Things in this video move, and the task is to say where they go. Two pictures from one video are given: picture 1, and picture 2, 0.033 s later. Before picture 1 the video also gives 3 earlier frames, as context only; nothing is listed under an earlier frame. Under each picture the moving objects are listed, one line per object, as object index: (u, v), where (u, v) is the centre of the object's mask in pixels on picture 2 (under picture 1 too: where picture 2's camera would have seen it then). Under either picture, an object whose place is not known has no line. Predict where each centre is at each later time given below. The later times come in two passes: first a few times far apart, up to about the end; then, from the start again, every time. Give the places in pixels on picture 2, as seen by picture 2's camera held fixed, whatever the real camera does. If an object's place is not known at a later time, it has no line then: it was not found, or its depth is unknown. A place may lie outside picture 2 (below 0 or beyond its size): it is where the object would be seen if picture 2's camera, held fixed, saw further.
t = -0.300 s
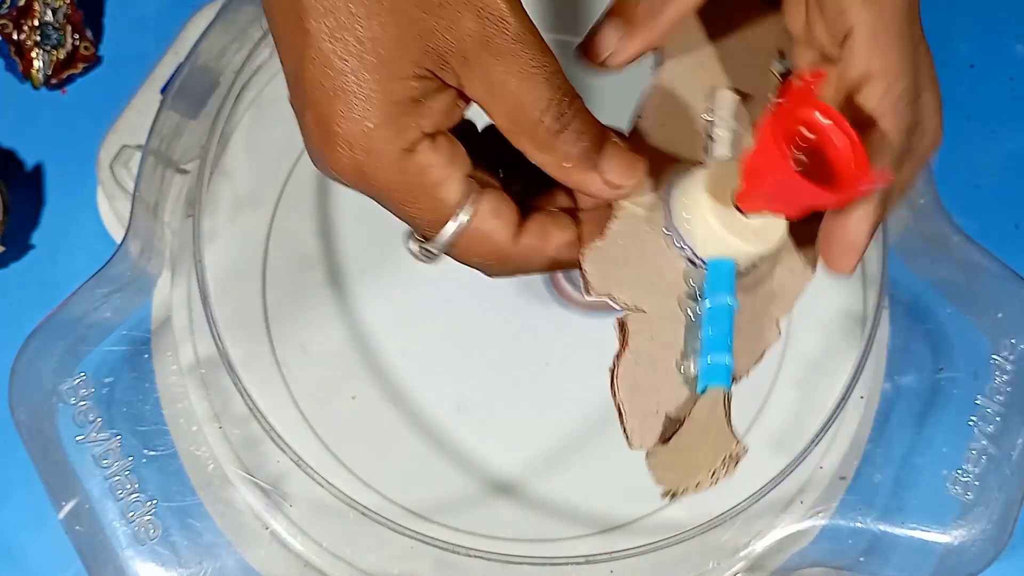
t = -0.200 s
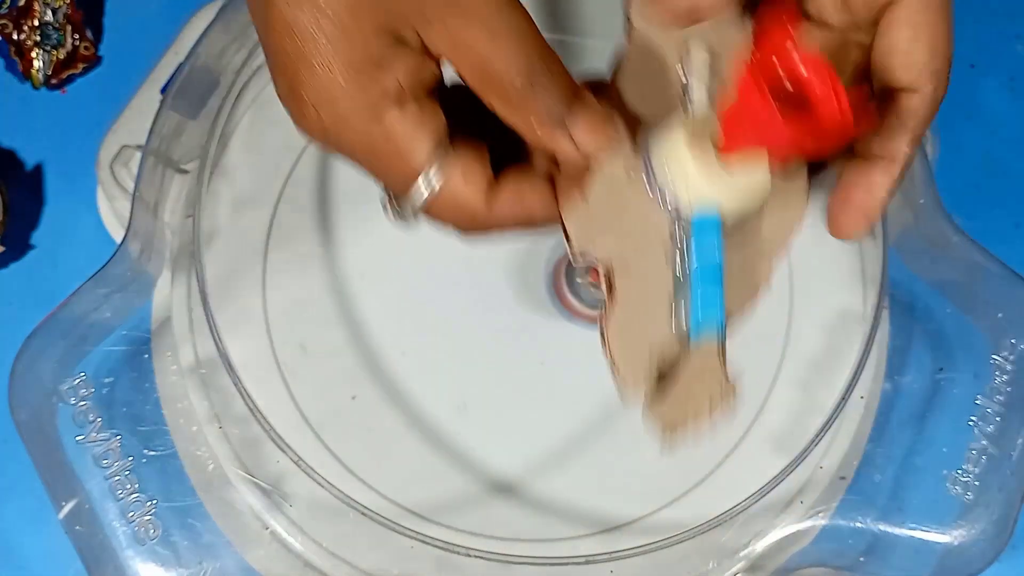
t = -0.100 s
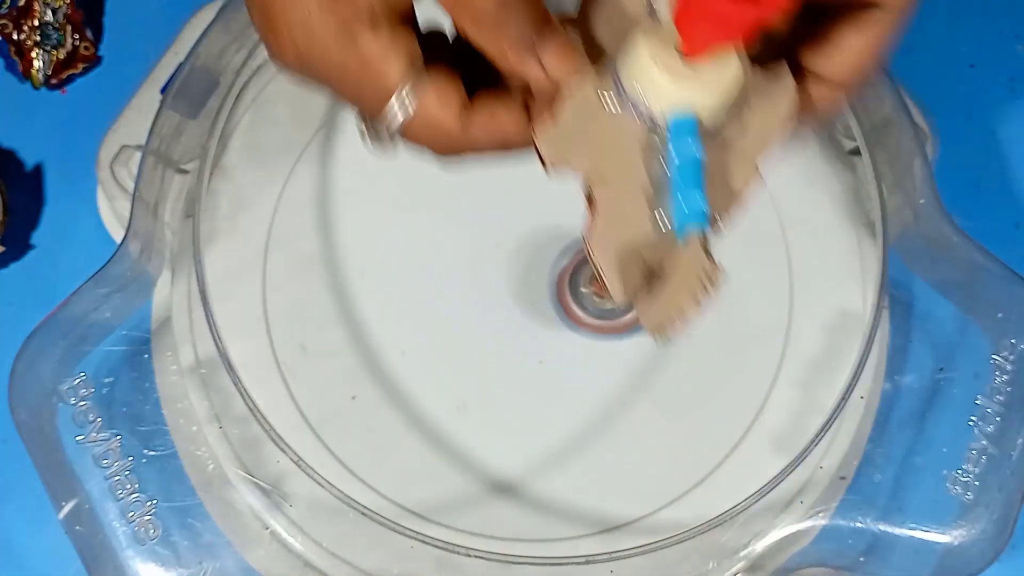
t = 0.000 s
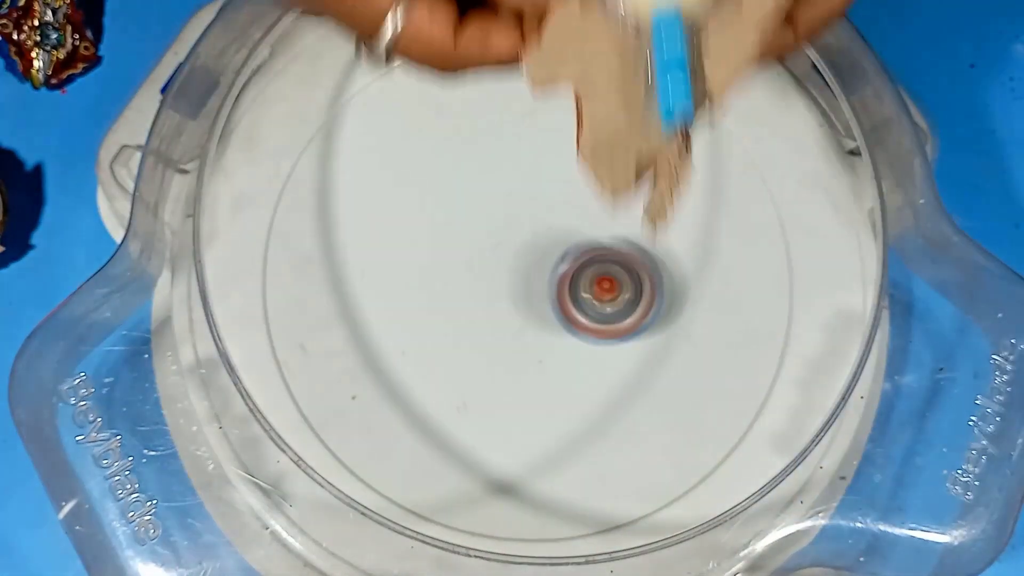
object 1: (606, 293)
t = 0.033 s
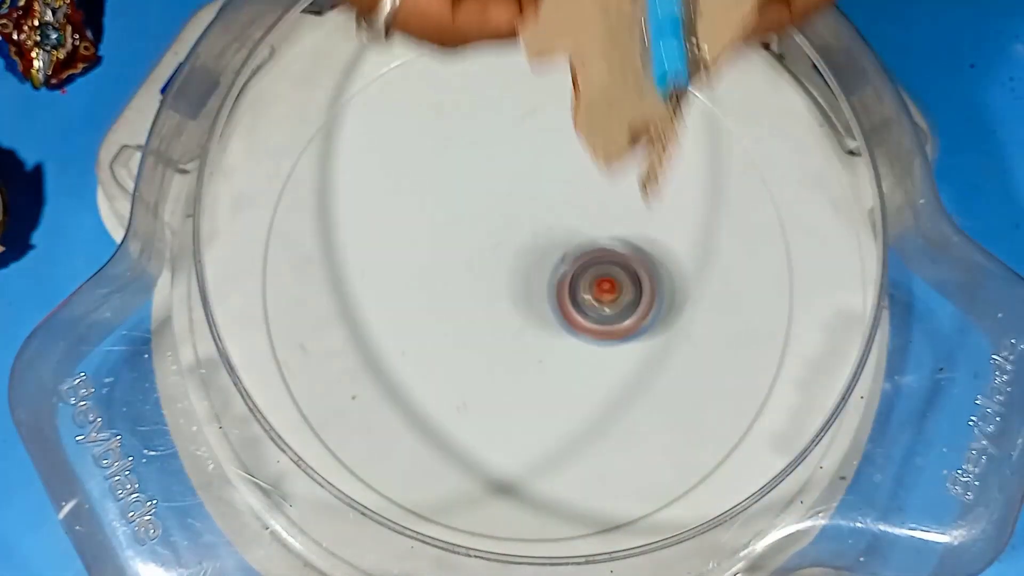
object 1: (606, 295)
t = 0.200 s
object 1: (589, 298)
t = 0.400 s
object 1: (558, 304)
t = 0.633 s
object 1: (532, 306)
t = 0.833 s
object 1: (524, 297)
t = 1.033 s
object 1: (524, 277)
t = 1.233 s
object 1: (523, 256)
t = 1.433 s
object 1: (526, 242)
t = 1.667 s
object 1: (540, 241)
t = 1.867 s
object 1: (562, 247)
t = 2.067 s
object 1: (582, 250)
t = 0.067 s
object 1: (604, 295)
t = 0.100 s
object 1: (602, 296)
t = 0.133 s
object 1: (599, 296)
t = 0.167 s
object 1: (595, 296)
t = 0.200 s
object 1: (589, 298)
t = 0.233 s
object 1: (585, 299)
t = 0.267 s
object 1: (579, 299)
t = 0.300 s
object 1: (574, 300)
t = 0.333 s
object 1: (568, 302)
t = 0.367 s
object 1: (563, 302)
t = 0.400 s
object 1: (558, 304)
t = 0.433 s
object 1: (553, 304)
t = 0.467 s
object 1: (548, 305)
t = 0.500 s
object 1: (544, 305)
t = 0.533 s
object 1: (540, 306)
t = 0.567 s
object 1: (537, 306)
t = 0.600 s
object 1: (534, 307)
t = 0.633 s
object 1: (532, 306)
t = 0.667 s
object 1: (530, 306)
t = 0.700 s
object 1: (528, 305)
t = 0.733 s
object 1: (527, 304)
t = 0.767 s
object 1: (525, 301)
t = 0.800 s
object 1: (524, 300)
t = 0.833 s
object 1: (524, 297)
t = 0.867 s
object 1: (524, 294)
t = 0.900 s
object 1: (524, 291)
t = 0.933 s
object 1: (524, 288)
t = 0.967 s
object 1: (523, 286)
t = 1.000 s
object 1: (525, 282)
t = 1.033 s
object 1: (524, 277)
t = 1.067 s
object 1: (523, 274)
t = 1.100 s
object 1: (523, 270)
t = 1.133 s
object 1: (524, 266)
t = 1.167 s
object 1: (523, 262)
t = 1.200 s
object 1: (523, 259)
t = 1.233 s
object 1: (523, 256)
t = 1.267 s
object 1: (523, 253)
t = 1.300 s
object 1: (524, 250)
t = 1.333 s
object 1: (524, 247)
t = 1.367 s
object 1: (525, 245)
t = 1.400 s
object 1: (526, 243)
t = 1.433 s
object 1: (526, 242)
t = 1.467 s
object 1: (527, 242)
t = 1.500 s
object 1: (528, 241)
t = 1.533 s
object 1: (530, 241)
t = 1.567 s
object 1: (532, 241)
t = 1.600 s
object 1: (535, 241)
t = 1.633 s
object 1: (537, 241)
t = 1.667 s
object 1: (540, 241)
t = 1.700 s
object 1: (543, 242)
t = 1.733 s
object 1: (547, 243)
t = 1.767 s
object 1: (551, 244)
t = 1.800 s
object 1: (554, 245)
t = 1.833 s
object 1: (558, 246)
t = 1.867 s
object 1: (562, 247)
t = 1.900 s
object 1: (566, 247)
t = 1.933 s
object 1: (569, 248)
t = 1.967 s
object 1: (573, 249)
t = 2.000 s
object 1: (577, 248)
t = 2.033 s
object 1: (580, 249)
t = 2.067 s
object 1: (582, 250)
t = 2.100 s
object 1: (584, 250)
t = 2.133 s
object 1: (586, 251)
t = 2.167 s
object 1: (587, 252)
